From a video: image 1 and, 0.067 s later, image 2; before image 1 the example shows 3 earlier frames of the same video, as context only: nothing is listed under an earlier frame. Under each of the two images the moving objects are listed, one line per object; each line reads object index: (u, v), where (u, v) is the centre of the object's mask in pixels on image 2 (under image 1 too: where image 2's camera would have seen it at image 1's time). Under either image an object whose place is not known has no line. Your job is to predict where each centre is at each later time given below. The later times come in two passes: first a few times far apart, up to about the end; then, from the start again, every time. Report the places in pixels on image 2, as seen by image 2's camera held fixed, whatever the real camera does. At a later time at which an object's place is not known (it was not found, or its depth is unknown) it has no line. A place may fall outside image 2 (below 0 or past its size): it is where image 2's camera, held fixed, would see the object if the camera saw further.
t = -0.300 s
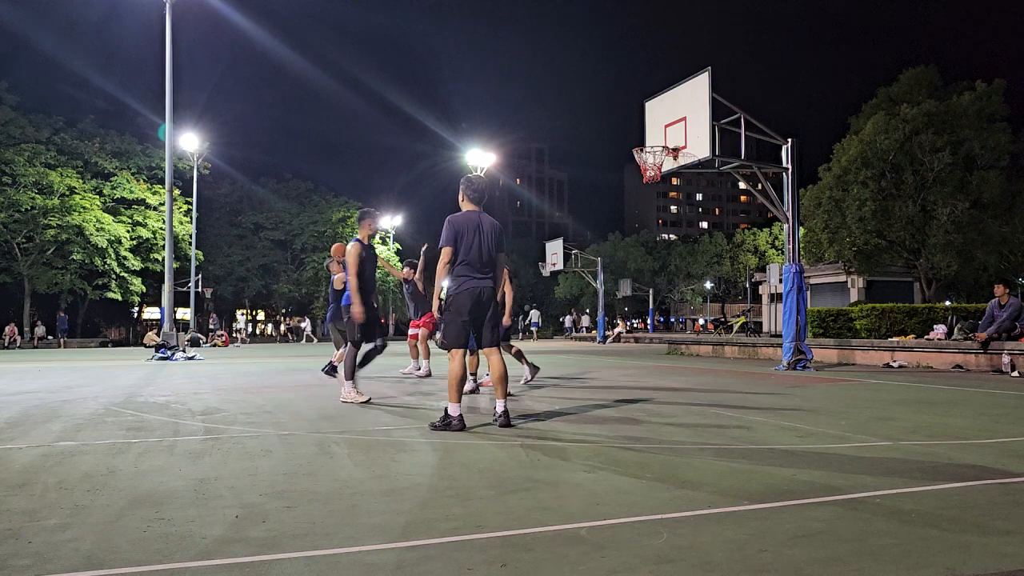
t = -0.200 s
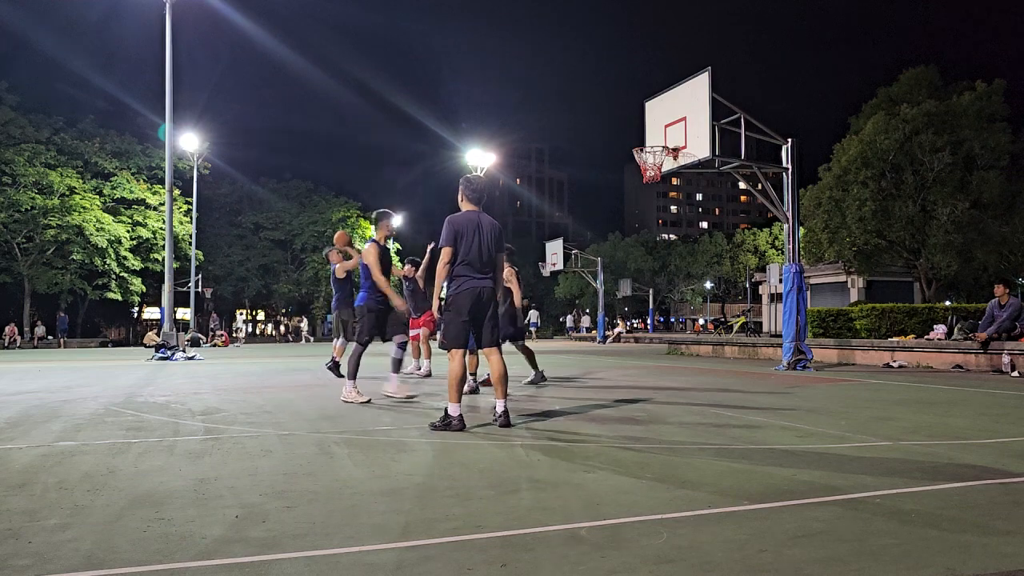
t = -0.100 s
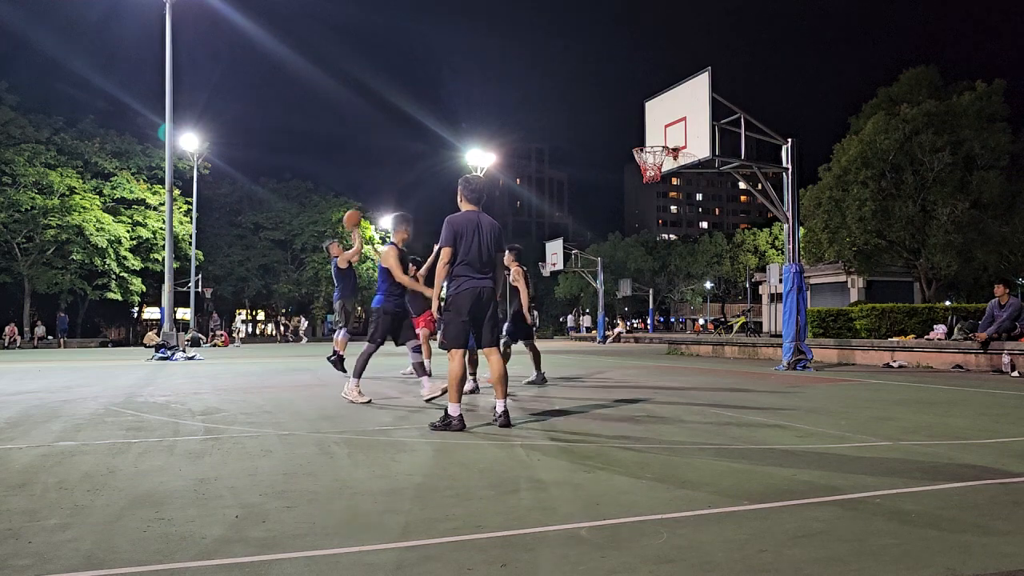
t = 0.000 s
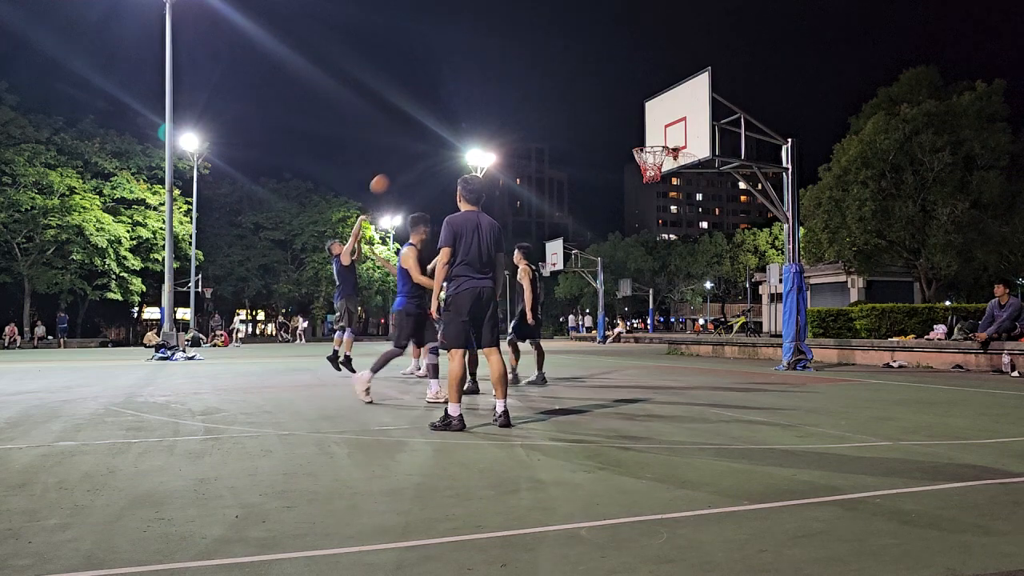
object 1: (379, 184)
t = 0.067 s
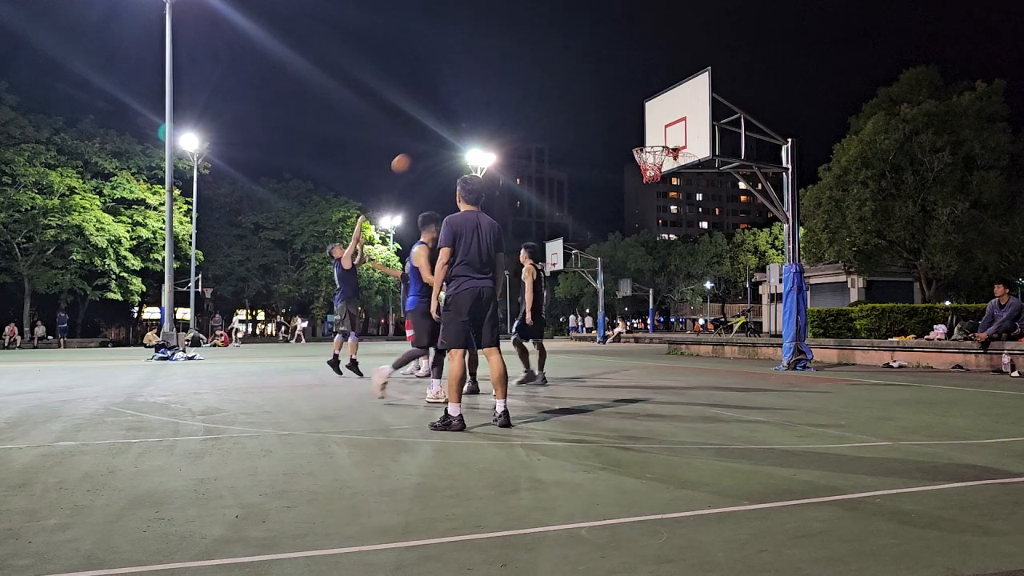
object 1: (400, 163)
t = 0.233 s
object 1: (454, 125)
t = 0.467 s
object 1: (529, 104)
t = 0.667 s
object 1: (594, 114)
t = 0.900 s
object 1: (656, 141)
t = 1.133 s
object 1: (658, 134)
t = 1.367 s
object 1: (638, 141)
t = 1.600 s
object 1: (644, 142)
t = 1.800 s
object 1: (659, 158)
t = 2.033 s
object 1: (656, 170)
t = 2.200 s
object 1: (647, 184)
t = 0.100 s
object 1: (412, 154)
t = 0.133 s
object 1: (422, 146)
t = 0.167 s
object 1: (433, 138)
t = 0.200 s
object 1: (443, 131)
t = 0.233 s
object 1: (454, 125)
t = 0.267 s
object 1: (464, 119)
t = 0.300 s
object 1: (475, 115)
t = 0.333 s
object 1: (486, 111)
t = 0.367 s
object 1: (497, 108)
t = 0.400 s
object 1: (508, 106)
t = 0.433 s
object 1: (518, 104)
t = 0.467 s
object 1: (529, 104)
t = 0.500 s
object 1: (540, 103)
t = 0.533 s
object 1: (551, 104)
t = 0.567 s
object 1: (561, 105)
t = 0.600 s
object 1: (572, 107)
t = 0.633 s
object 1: (583, 111)
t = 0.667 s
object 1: (594, 114)
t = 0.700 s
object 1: (605, 119)
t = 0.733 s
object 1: (615, 124)
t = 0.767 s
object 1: (626, 131)
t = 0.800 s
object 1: (636, 137)
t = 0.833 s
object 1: (644, 140)
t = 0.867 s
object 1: (650, 140)
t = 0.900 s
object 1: (656, 141)
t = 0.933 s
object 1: (661, 140)
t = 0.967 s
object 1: (664, 139)
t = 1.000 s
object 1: (667, 138)
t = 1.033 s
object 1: (670, 138)
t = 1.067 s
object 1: (666, 136)
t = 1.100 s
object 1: (662, 135)
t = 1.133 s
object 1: (658, 134)
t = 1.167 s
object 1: (653, 135)
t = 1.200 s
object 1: (649, 136)
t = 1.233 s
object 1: (645, 138)
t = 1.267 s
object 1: (641, 141)
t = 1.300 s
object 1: (639, 141)
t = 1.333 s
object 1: (639, 141)
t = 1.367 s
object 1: (638, 141)
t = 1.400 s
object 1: (638, 141)
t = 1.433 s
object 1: (638, 141)
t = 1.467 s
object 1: (638, 142)
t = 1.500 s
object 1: (639, 142)
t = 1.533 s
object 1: (641, 142)
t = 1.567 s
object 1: (642, 142)
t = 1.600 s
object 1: (644, 142)
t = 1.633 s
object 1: (647, 143)
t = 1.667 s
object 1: (650, 148)
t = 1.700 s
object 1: (652, 152)
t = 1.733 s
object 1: (654, 155)
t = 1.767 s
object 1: (657, 156)
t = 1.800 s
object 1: (659, 158)
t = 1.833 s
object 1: (660, 159)
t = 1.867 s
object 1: (661, 159)
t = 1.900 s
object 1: (659, 162)
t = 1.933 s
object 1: (659, 163)
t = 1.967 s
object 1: (659, 166)
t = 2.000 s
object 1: (657, 169)
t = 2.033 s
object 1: (656, 170)
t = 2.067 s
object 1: (654, 172)
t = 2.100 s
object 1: (651, 172)
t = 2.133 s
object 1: (651, 176)
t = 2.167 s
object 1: (649, 180)
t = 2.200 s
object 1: (647, 184)
